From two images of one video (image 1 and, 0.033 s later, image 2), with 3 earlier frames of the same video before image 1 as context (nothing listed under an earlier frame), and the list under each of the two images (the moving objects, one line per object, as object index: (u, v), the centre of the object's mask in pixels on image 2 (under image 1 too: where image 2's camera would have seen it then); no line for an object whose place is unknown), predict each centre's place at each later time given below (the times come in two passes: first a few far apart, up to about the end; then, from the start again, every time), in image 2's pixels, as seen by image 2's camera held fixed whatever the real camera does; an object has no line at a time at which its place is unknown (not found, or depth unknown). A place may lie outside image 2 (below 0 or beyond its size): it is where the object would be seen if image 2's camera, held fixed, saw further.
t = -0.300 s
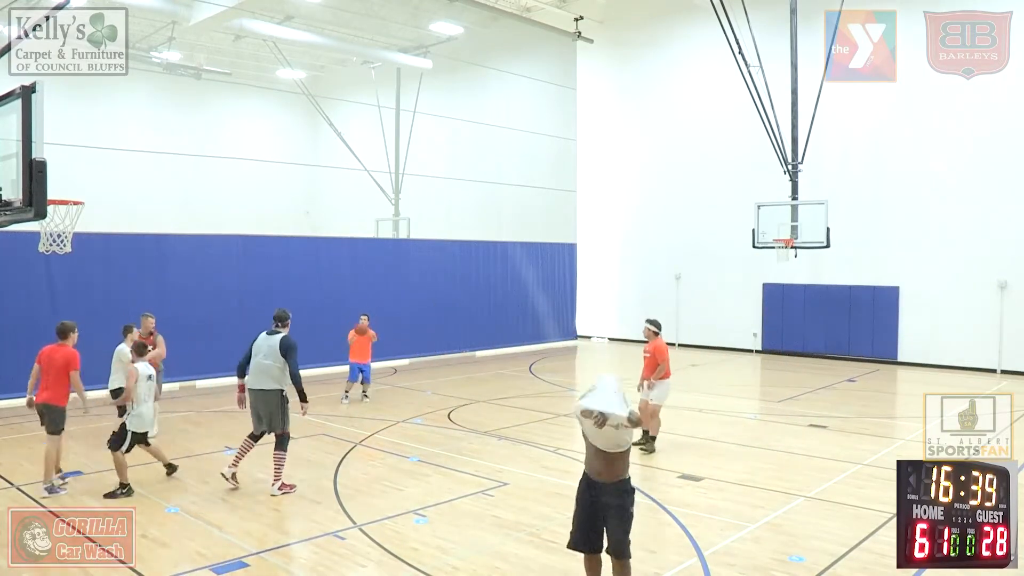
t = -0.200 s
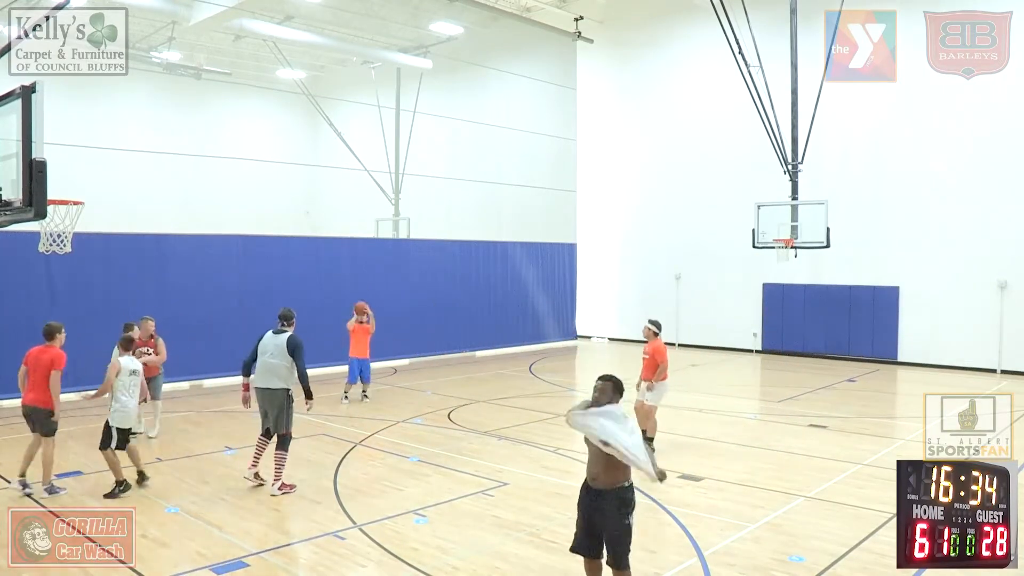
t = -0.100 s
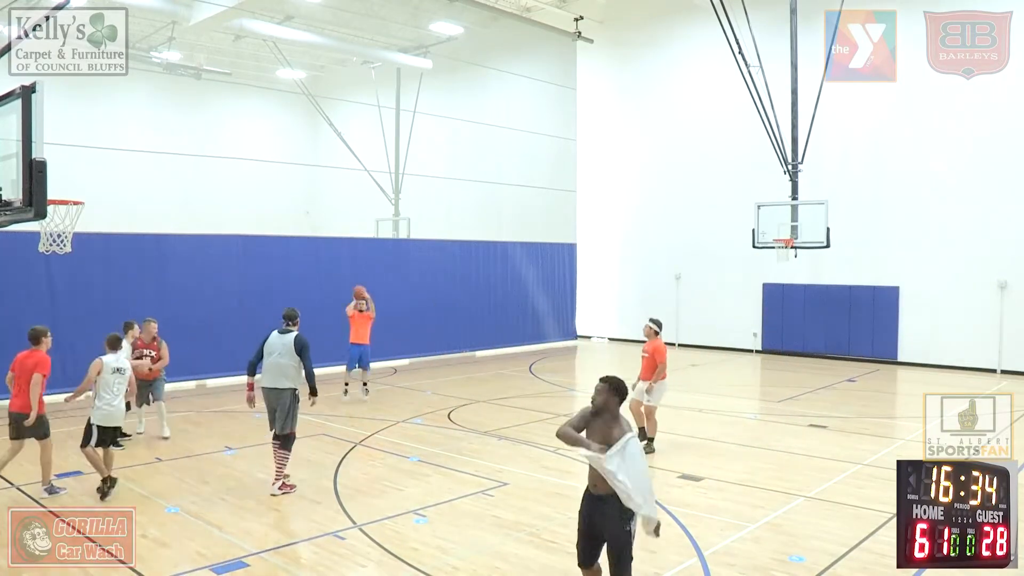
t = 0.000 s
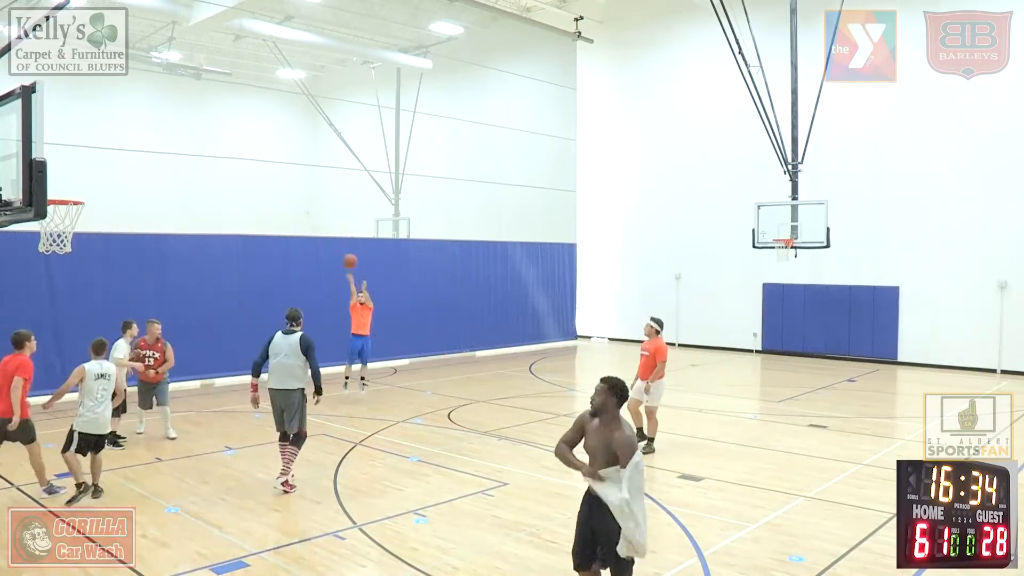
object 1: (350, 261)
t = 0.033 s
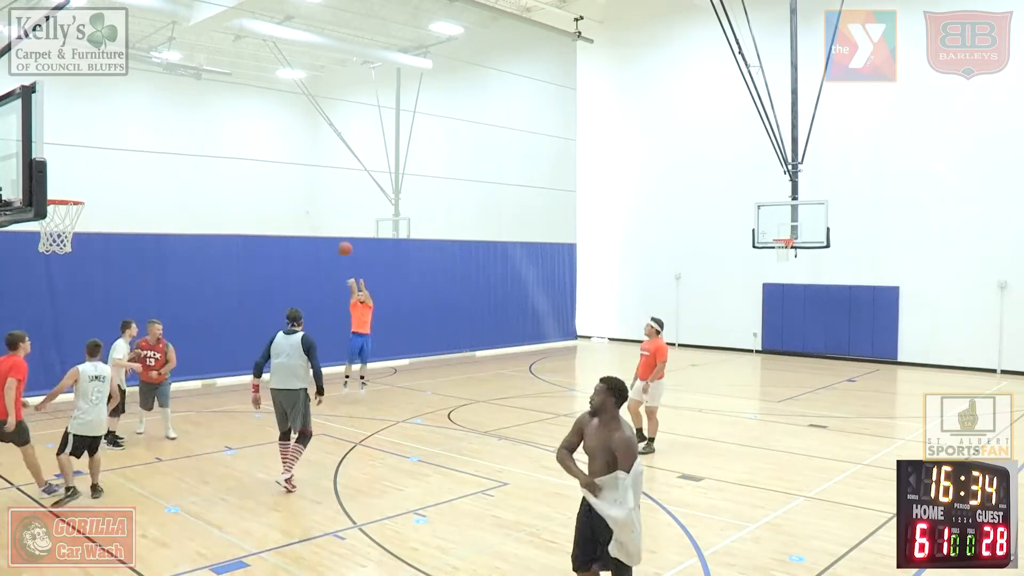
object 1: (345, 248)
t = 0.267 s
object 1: (308, 177)
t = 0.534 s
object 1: (254, 123)
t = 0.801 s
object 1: (184, 112)
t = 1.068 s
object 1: (87, 166)
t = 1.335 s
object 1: (59, 262)
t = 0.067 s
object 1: (341, 238)
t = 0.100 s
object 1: (335, 227)
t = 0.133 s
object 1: (330, 216)
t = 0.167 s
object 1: (325, 206)
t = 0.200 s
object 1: (319, 196)
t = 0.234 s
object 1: (314, 186)
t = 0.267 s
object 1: (308, 177)
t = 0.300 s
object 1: (302, 169)
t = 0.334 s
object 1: (296, 160)
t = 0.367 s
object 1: (289, 153)
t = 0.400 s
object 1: (283, 146)
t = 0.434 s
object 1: (277, 139)
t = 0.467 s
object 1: (269, 133)
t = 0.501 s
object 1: (262, 128)
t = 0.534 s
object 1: (254, 123)
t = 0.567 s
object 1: (247, 119)
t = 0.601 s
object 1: (239, 115)
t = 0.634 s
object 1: (230, 113)
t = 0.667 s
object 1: (222, 111)
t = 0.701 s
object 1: (213, 110)
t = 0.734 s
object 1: (203, 109)
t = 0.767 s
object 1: (194, 110)
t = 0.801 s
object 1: (184, 112)
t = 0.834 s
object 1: (173, 114)
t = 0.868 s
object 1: (162, 118)
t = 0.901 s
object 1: (151, 122)
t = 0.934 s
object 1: (139, 128)
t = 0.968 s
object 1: (127, 136)
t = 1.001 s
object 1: (114, 144)
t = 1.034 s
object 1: (101, 155)
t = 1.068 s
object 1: (87, 166)
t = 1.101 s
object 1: (72, 179)
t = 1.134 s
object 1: (58, 191)
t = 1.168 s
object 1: (54, 213)
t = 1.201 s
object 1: (50, 227)
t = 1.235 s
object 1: (54, 249)
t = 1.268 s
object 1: (55, 252)
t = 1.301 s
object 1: (57, 256)
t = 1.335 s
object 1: (59, 262)
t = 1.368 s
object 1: (61, 269)
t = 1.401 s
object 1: (63, 278)
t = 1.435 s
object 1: (64, 287)
